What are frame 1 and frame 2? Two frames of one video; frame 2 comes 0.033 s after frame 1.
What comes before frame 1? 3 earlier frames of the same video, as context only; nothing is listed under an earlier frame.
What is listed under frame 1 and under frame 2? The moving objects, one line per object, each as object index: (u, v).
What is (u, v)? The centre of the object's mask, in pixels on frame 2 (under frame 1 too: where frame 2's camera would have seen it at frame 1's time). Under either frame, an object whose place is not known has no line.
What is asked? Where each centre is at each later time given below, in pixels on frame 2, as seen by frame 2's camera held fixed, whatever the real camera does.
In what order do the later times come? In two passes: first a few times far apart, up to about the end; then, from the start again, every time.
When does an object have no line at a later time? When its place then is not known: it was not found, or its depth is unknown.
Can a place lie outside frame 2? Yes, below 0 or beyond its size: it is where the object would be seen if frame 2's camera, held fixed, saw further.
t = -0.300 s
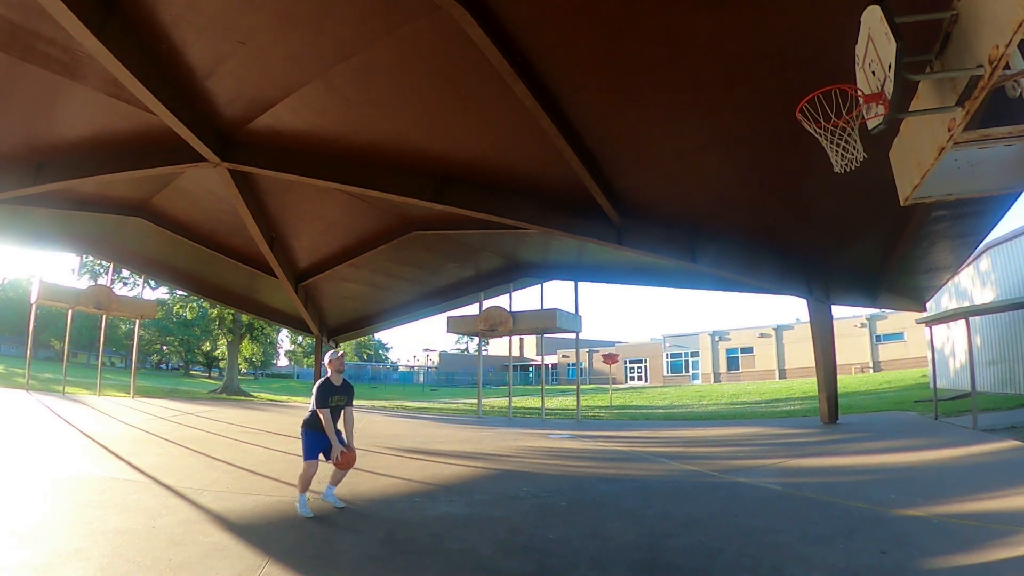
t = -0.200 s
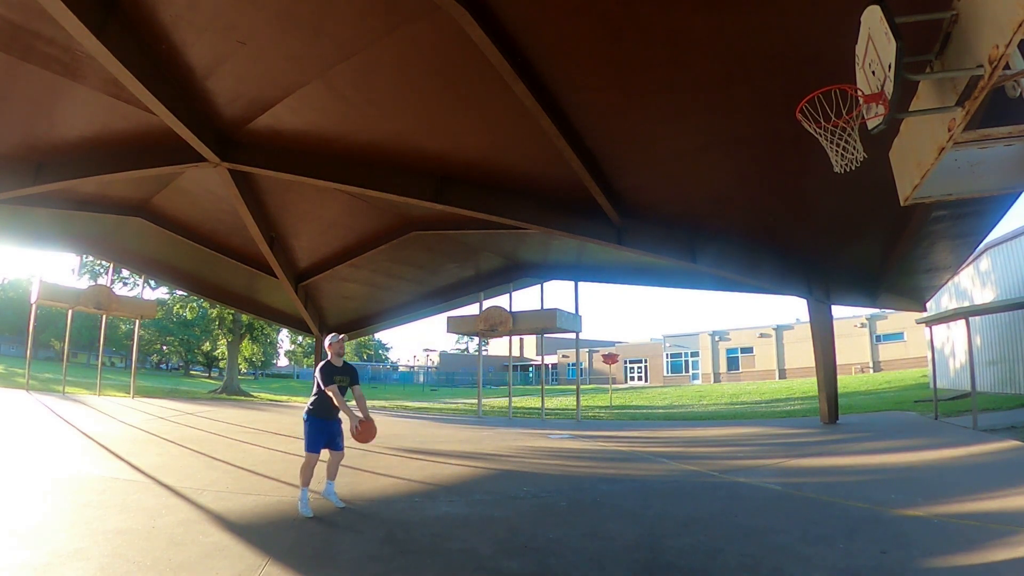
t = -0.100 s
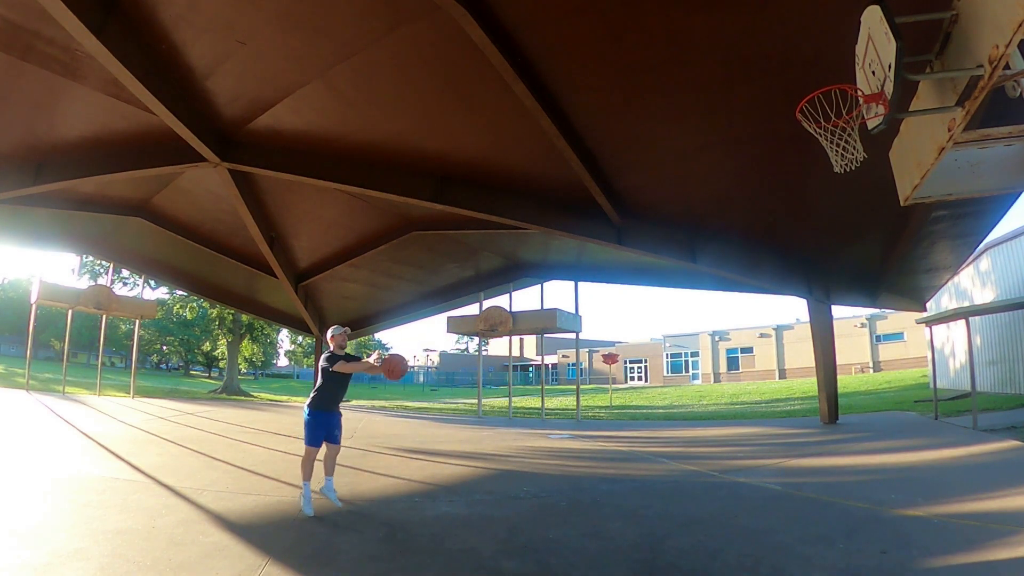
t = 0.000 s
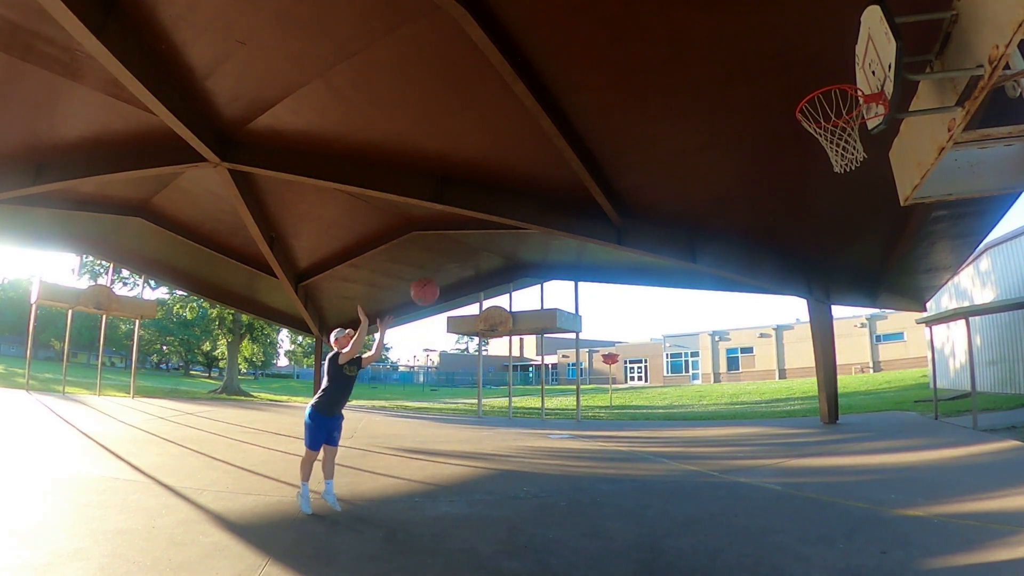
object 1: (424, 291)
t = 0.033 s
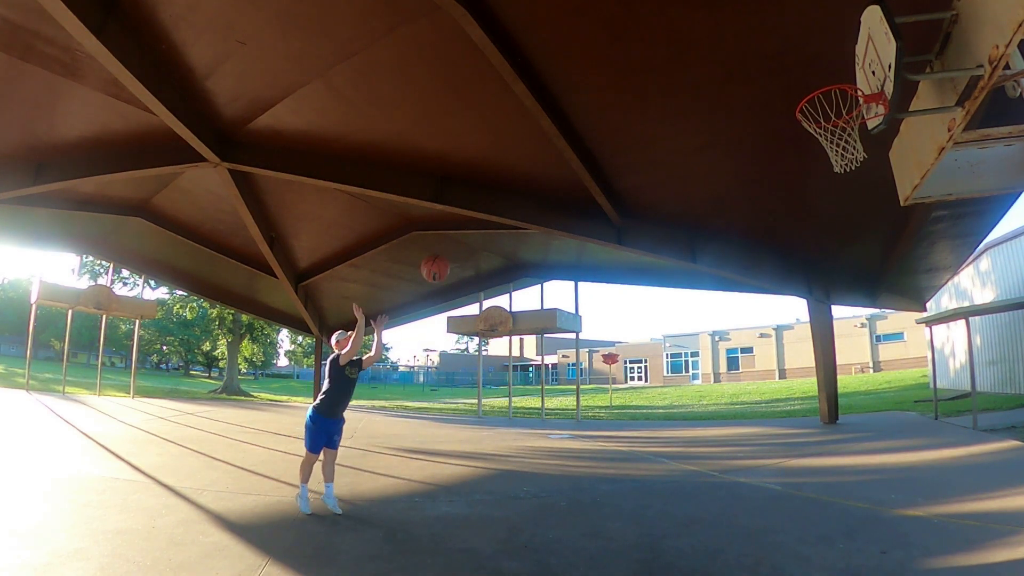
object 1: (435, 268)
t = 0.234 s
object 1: (498, 156)
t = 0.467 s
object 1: (574, 78)
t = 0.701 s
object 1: (655, 53)
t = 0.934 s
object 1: (757, 89)
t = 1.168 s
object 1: (712, 135)
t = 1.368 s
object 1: (634, 210)
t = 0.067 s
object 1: (446, 246)
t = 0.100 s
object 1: (456, 225)
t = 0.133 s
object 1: (467, 206)
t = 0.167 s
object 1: (477, 188)
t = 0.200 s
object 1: (488, 172)
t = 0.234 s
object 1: (498, 156)
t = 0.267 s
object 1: (509, 141)
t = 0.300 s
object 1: (520, 127)
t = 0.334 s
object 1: (531, 115)
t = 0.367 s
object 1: (542, 104)
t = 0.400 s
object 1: (552, 94)
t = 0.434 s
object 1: (563, 85)
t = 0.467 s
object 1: (574, 78)
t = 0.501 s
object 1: (585, 72)
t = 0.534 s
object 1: (596, 66)
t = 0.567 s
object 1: (608, 61)
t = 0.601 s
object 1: (619, 58)
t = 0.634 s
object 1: (631, 55)
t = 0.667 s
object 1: (643, 54)
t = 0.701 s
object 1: (655, 53)
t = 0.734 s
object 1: (669, 54)
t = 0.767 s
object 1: (682, 56)
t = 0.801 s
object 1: (695, 60)
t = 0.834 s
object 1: (710, 64)
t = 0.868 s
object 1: (725, 71)
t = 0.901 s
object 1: (741, 79)
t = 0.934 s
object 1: (757, 89)
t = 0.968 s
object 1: (774, 99)
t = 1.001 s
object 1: (781, 110)
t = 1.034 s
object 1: (767, 112)
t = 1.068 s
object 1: (753, 116)
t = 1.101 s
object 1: (739, 120)
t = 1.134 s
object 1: (725, 127)
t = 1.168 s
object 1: (712, 135)
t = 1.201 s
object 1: (699, 144)
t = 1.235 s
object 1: (685, 154)
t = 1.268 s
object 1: (673, 167)
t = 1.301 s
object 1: (660, 179)
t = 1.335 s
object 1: (647, 194)
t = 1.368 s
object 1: (634, 210)
